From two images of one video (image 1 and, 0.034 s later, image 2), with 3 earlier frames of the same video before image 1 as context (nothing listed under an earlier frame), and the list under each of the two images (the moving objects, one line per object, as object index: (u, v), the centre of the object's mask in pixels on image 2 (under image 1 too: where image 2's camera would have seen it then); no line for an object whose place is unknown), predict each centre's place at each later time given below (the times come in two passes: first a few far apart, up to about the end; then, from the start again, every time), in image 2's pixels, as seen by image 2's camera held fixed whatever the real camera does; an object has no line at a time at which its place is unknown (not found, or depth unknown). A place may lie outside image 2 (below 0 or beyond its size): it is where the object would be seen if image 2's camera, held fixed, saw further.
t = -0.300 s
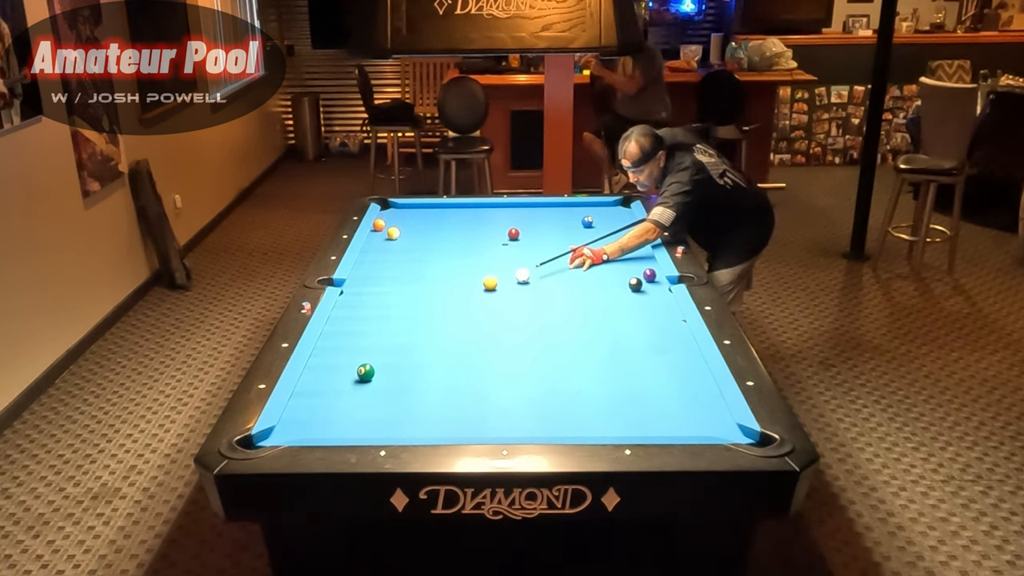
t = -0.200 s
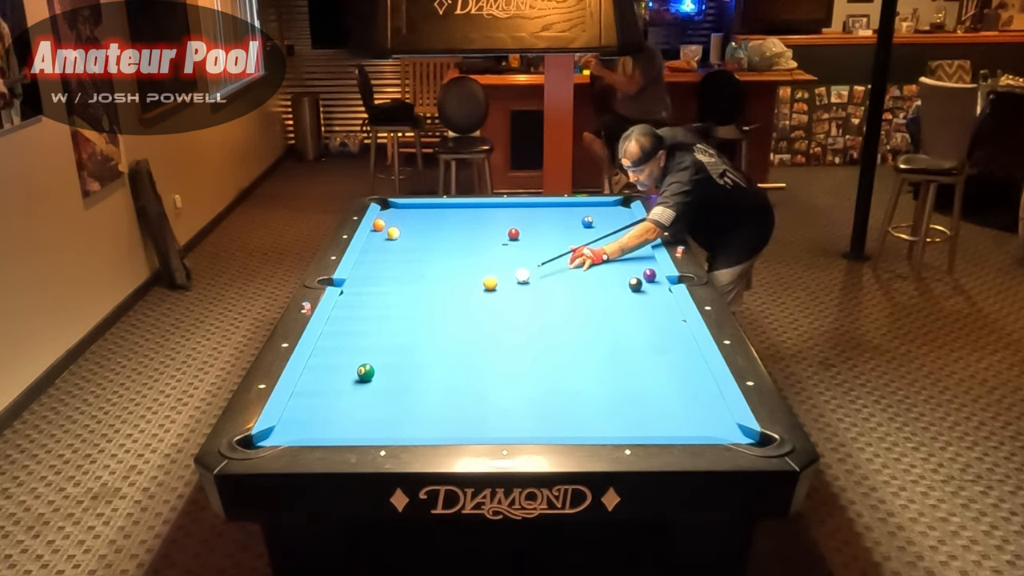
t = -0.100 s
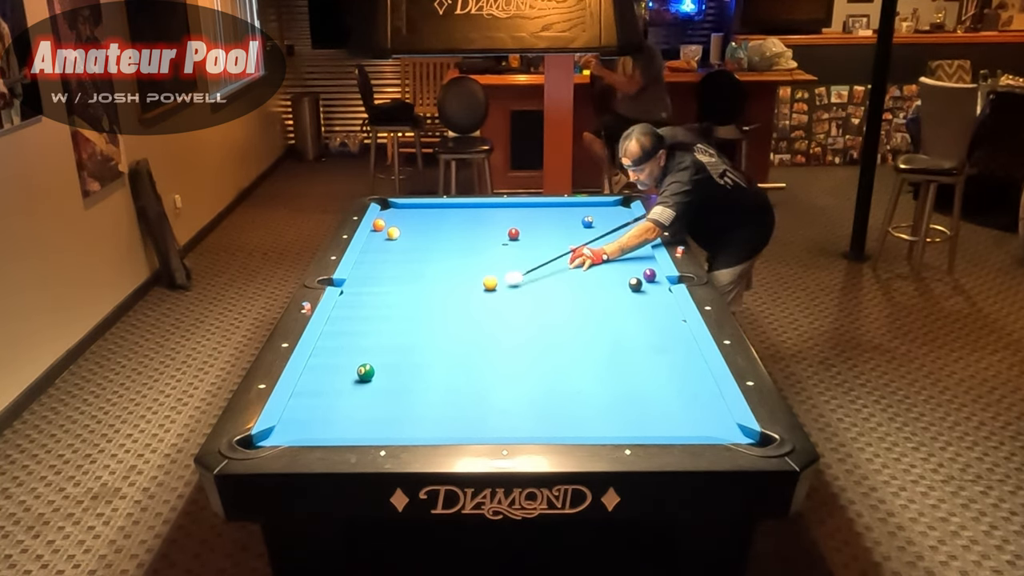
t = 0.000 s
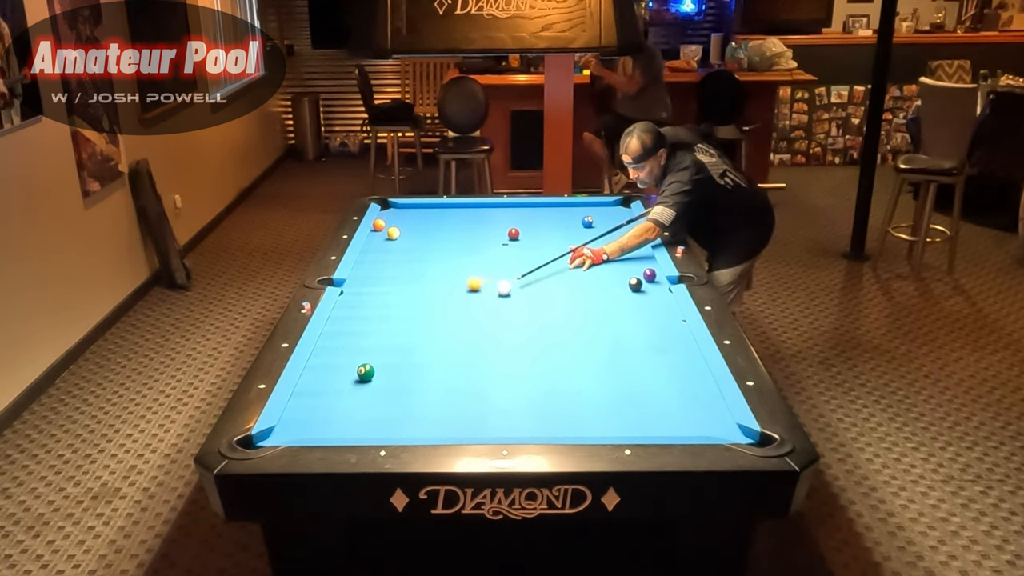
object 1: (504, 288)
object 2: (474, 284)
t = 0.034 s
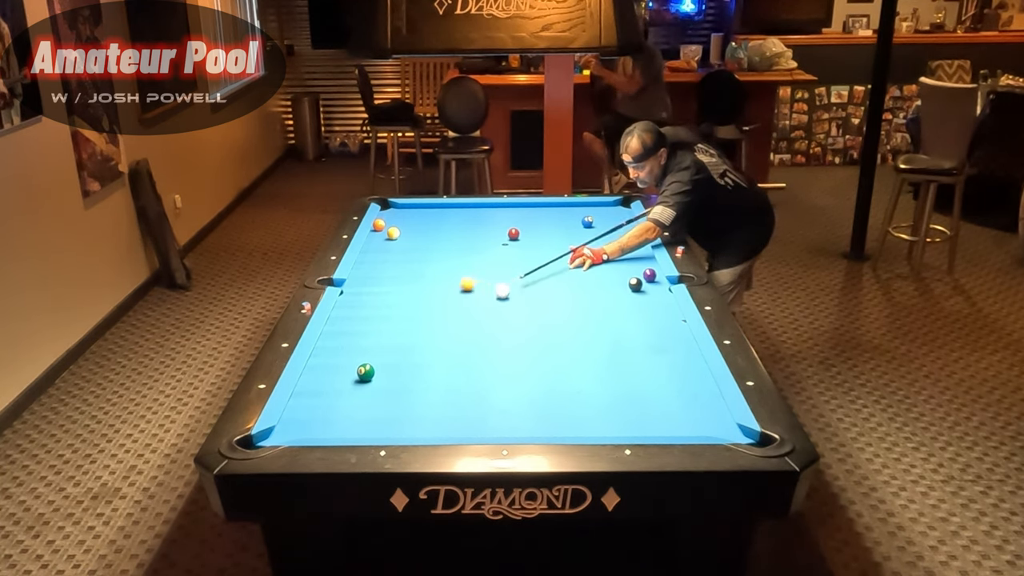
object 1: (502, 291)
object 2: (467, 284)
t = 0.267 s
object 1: (490, 314)
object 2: (425, 286)
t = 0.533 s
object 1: (473, 343)
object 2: (379, 287)
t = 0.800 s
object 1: (454, 377)
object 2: (347, 287)
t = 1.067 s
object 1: (432, 416)
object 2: (349, 283)
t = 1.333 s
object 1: (421, 421)
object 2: (357, 285)
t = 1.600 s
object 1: (422, 398)
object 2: (363, 286)
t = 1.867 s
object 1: (423, 377)
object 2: (369, 288)
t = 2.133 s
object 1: (424, 360)
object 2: (373, 289)
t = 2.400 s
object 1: (424, 344)
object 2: (377, 290)
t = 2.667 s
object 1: (425, 330)
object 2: (379, 290)
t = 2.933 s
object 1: (425, 318)
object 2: (380, 290)
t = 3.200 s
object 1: (426, 308)
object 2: (381, 290)
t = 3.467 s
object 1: (426, 298)
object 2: (381, 290)
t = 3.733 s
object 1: (427, 289)
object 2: (381, 290)
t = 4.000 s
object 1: (428, 282)
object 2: (381, 290)
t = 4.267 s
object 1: (429, 275)
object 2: (380, 290)
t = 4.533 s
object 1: (430, 269)
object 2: (380, 290)
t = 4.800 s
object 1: (431, 263)
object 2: (380, 290)
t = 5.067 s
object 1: (432, 259)
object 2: (380, 290)
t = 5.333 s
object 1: (432, 255)
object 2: (380, 290)
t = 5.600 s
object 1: (432, 251)
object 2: (380, 290)
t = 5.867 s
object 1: (433, 248)
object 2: (381, 290)
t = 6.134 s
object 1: (433, 245)
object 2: (381, 290)
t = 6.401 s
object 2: (381, 290)
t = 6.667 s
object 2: (381, 290)
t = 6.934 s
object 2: (381, 290)
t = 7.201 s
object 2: (381, 290)
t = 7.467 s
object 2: (381, 290)
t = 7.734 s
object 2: (381, 290)
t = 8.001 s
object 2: (381, 290)
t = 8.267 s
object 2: (381, 290)
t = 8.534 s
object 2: (381, 290)
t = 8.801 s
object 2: (381, 290)
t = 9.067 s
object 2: (381, 290)
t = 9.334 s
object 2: (381, 290)
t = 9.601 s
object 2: (381, 290)
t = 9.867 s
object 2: (381, 290)
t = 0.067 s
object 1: (501, 294)
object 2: (460, 285)
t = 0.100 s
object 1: (499, 297)
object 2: (454, 285)
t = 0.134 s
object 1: (497, 300)
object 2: (448, 285)
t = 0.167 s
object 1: (495, 304)
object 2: (443, 286)
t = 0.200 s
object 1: (493, 307)
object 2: (437, 285)
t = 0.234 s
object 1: (491, 310)
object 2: (431, 285)
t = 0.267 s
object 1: (490, 314)
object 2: (425, 286)
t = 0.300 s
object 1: (488, 317)
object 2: (419, 286)
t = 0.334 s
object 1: (486, 321)
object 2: (413, 286)
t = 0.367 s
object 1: (484, 324)
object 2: (408, 286)
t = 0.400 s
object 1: (481, 328)
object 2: (402, 286)
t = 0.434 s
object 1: (479, 331)
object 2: (396, 287)
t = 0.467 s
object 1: (477, 336)
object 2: (390, 287)
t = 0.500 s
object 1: (475, 339)
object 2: (384, 287)
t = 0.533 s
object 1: (473, 343)
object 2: (379, 287)
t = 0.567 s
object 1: (471, 347)
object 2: (373, 288)
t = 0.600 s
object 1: (468, 351)
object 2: (367, 288)
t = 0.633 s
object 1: (466, 355)
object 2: (361, 288)
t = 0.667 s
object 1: (464, 359)
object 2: (356, 289)
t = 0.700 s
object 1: (461, 364)
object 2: (350, 289)
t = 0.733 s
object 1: (459, 368)
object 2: (347, 289)
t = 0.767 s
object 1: (456, 373)
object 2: (347, 288)
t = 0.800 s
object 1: (454, 377)
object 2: (347, 287)
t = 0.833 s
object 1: (451, 382)
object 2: (347, 286)
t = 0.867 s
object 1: (449, 386)
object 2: (347, 285)
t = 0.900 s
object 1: (446, 391)
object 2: (347, 284)
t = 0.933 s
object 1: (443, 396)
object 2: (347, 283)
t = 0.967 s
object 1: (440, 401)
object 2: (347, 283)
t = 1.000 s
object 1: (438, 405)
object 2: (347, 282)
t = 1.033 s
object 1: (435, 410)
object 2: (348, 283)
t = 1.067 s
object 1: (432, 416)
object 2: (349, 283)
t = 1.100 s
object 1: (428, 421)
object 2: (350, 283)
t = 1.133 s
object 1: (426, 425)
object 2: (351, 283)
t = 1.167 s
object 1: (423, 429)
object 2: (352, 284)
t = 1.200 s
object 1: (420, 430)
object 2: (353, 284)
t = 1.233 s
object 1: (421, 428)
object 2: (354, 284)
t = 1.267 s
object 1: (421, 426)
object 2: (355, 284)
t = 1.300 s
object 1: (421, 424)
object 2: (356, 285)
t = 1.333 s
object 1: (421, 421)
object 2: (357, 285)
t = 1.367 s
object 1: (421, 418)
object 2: (358, 285)
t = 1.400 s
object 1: (421, 415)
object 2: (359, 285)
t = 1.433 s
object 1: (421, 412)
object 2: (360, 285)
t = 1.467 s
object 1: (422, 409)
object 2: (360, 285)
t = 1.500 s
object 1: (422, 406)
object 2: (361, 286)
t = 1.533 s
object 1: (422, 403)
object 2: (362, 286)
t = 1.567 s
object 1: (422, 400)
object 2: (363, 286)
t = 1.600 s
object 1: (422, 398)
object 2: (363, 286)
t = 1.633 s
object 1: (422, 395)
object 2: (364, 287)
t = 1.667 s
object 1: (422, 392)
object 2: (365, 287)
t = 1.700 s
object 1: (423, 390)
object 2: (366, 287)
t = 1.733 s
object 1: (423, 387)
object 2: (366, 287)
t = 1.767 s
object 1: (423, 385)
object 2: (367, 287)
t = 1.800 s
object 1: (423, 382)
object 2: (368, 287)
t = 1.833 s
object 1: (423, 380)
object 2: (368, 288)
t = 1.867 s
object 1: (423, 377)
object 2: (369, 288)
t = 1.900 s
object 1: (423, 375)
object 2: (370, 288)
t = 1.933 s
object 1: (423, 373)
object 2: (370, 288)
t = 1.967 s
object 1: (423, 370)
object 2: (371, 288)
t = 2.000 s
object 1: (424, 368)
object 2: (371, 289)
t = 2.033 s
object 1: (424, 366)
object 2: (372, 288)
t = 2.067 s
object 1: (423, 364)
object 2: (372, 289)
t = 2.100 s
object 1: (424, 362)
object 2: (373, 289)
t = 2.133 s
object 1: (424, 360)
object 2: (373, 289)
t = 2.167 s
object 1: (424, 357)
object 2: (374, 289)
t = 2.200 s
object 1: (424, 356)
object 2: (374, 289)
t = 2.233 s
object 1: (424, 354)
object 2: (375, 289)
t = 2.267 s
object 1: (424, 352)
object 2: (375, 289)
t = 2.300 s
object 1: (424, 350)
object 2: (376, 289)
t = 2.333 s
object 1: (424, 348)
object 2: (376, 290)
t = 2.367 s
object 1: (425, 346)
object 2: (376, 290)
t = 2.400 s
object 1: (424, 344)
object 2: (377, 290)
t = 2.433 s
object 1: (425, 342)
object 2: (377, 290)
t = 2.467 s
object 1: (424, 341)
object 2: (377, 290)
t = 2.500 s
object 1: (425, 339)
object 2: (378, 290)
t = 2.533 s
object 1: (425, 337)
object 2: (378, 290)
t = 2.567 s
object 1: (425, 335)
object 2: (378, 290)
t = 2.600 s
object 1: (425, 334)
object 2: (379, 290)
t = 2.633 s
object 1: (425, 332)
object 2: (379, 290)
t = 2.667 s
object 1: (425, 330)
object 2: (379, 290)
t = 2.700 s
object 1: (425, 329)
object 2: (379, 290)
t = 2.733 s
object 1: (425, 327)
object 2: (379, 290)
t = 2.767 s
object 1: (425, 326)
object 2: (379, 290)
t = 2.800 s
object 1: (425, 324)
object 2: (380, 290)
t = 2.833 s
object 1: (425, 323)
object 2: (380, 290)
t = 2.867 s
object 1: (425, 321)
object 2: (380, 290)
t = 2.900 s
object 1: (425, 320)
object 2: (380, 290)
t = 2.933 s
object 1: (425, 318)
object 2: (380, 290)
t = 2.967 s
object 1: (425, 317)
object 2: (381, 290)
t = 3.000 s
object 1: (425, 316)
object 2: (381, 290)
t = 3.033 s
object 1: (425, 315)
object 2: (381, 290)
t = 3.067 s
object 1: (426, 313)
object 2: (381, 290)
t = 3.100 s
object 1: (425, 312)
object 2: (381, 290)
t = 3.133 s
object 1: (425, 310)
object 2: (381, 290)
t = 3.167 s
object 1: (426, 309)
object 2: (381, 290)
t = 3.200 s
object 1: (426, 308)
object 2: (381, 290)
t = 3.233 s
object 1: (426, 306)
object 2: (381, 290)
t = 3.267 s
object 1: (425, 305)
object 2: (381, 290)
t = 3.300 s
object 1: (426, 304)
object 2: (381, 290)
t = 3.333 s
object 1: (426, 303)
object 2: (381, 290)
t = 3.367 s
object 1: (426, 302)
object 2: (381, 290)
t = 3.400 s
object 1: (426, 300)
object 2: (381, 290)
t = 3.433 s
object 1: (426, 299)
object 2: (381, 290)
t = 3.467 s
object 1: (426, 298)
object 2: (381, 290)
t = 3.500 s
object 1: (426, 297)
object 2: (381, 290)
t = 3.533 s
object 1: (426, 296)
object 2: (380, 290)
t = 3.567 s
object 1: (426, 295)
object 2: (381, 290)
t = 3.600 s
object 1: (427, 293)
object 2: (381, 290)
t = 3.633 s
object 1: (426, 292)
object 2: (381, 290)
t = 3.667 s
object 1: (427, 291)
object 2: (381, 290)
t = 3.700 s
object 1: (427, 290)
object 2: (381, 290)
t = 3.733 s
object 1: (427, 289)
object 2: (381, 290)
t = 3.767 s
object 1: (427, 288)
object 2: (381, 290)
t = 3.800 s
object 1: (427, 287)
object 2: (381, 290)
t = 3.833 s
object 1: (427, 287)
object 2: (381, 290)
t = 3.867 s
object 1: (427, 286)
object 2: (380, 290)
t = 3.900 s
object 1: (427, 285)
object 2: (381, 290)
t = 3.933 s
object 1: (428, 284)
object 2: (381, 290)
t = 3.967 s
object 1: (428, 283)
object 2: (381, 290)
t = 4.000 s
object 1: (428, 282)
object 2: (381, 290)
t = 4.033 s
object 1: (428, 281)
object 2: (381, 290)
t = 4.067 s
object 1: (428, 280)
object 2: (381, 290)
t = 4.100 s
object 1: (428, 279)
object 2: (381, 290)
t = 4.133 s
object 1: (429, 278)
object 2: (380, 290)
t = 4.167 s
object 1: (429, 278)
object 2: (381, 290)
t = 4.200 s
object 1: (429, 277)
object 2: (381, 290)
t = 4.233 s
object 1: (429, 276)
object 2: (380, 290)
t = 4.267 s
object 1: (429, 275)
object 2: (380, 290)
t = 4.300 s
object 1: (429, 274)
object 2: (380, 290)
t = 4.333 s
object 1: (429, 273)
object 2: (380, 290)
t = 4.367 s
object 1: (430, 272)
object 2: (380, 290)
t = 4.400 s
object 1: (430, 272)
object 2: (380, 290)
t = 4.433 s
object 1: (430, 271)
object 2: (380, 290)
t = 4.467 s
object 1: (430, 270)
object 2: (380, 290)
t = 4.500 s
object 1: (430, 270)
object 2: (380, 290)
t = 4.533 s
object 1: (430, 269)
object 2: (380, 290)
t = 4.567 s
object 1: (430, 268)
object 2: (380, 290)
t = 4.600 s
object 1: (431, 267)
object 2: (380, 290)
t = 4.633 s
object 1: (431, 267)
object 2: (380, 290)
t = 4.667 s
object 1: (431, 266)
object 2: (380, 290)
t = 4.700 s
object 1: (431, 265)
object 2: (380, 290)
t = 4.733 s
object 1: (431, 265)
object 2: (380, 290)
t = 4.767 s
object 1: (431, 264)
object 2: (380, 290)
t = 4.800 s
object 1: (431, 263)
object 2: (380, 290)
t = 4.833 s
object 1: (431, 263)
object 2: (380, 290)
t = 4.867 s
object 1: (431, 262)
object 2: (380, 290)
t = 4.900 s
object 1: (431, 262)
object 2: (380, 290)
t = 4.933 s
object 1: (431, 261)
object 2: (380, 290)
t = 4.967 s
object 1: (431, 261)
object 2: (380, 290)
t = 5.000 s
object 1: (431, 260)
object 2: (380, 290)
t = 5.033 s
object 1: (432, 259)
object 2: (380, 290)
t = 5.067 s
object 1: (432, 259)
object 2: (380, 290)
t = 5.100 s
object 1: (432, 258)
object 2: (380, 290)
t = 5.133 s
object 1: (432, 257)
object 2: (380, 290)
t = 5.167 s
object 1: (432, 257)
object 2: (380, 290)
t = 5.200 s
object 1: (432, 256)
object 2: (380, 290)
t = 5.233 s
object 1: (432, 256)
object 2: (380, 290)
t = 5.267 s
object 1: (432, 256)
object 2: (380, 290)
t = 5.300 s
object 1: (432, 255)
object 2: (380, 290)
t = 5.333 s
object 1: (432, 255)
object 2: (380, 290)
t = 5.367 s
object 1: (432, 254)
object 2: (380, 290)
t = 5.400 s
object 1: (432, 254)
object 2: (380, 290)
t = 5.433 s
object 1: (432, 253)
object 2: (381, 290)
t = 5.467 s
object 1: (432, 253)
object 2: (381, 290)
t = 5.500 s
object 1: (432, 252)
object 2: (380, 290)
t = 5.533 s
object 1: (432, 252)
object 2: (381, 290)
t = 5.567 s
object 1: (432, 252)
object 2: (380, 290)
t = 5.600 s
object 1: (432, 251)
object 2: (380, 290)
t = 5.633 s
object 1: (432, 251)
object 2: (380, 290)
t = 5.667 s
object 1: (432, 250)
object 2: (381, 290)
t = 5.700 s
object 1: (433, 250)
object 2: (381, 290)
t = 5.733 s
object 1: (433, 249)
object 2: (381, 290)
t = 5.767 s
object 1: (433, 249)
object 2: (381, 290)
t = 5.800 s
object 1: (433, 249)
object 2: (380, 290)
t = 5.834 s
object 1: (433, 248)
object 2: (381, 290)
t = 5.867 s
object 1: (433, 248)
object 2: (381, 290)
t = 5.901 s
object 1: (433, 248)
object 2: (381, 290)
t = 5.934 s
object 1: (433, 247)
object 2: (381, 290)
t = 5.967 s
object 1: (433, 247)
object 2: (381, 290)
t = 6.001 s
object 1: (433, 247)
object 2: (381, 290)
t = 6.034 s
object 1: (433, 246)
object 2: (381, 290)
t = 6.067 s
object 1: (433, 246)
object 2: (381, 290)
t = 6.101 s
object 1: (433, 246)
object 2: (381, 290)
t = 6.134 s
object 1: (433, 245)
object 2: (381, 290)
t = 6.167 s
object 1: (433, 245)
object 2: (381, 290)
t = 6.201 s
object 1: (433, 245)
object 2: (381, 290)
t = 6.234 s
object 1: (434, 244)
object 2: (381, 290)
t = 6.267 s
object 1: (433, 244)
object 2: (381, 290)
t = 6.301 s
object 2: (381, 290)
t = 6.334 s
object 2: (381, 290)
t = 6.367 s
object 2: (381, 290)
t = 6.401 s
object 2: (381, 290)
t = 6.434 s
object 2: (381, 290)
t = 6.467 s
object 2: (381, 290)
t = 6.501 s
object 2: (381, 290)
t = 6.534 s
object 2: (381, 290)
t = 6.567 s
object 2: (381, 290)
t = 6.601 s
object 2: (381, 290)
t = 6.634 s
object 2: (381, 290)
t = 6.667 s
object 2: (381, 290)
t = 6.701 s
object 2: (381, 290)
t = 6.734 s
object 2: (381, 290)
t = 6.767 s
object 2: (381, 290)
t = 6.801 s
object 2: (381, 290)
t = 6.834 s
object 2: (381, 290)
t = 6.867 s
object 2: (381, 290)
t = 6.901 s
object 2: (381, 290)
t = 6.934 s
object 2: (381, 290)
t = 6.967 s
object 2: (381, 290)
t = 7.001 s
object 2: (381, 290)
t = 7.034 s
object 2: (381, 290)
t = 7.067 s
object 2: (381, 290)
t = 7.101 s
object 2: (381, 290)
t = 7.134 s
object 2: (381, 290)
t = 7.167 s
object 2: (381, 290)
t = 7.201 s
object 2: (381, 290)
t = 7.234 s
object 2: (381, 290)
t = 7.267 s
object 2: (381, 290)
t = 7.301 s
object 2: (381, 290)
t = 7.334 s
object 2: (381, 290)
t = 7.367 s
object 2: (381, 290)
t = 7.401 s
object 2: (381, 290)
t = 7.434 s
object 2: (381, 290)
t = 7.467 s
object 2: (381, 290)
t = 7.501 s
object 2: (381, 290)
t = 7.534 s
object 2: (381, 290)
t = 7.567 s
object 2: (381, 290)
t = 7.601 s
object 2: (381, 290)
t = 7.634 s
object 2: (381, 290)
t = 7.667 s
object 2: (381, 290)
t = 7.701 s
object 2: (381, 290)
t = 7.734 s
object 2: (381, 290)
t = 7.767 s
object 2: (381, 290)
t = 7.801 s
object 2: (381, 290)
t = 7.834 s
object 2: (381, 290)
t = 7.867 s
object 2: (381, 290)
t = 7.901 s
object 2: (381, 290)
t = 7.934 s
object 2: (381, 290)
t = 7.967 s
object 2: (381, 290)
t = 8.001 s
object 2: (381, 290)
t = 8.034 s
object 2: (381, 290)
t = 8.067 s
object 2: (381, 290)
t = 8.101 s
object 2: (381, 290)
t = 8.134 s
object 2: (381, 290)
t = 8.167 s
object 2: (381, 290)
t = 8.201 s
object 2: (381, 290)
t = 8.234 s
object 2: (381, 290)
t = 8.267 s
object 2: (381, 290)
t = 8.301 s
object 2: (381, 290)
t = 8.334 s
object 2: (381, 290)
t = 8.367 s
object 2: (381, 290)
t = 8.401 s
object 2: (381, 290)
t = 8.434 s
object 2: (381, 290)
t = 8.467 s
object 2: (381, 290)
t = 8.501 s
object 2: (381, 290)
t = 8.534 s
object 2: (381, 290)
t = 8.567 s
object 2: (381, 290)
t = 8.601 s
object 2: (381, 290)
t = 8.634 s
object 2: (381, 290)
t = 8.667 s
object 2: (381, 290)
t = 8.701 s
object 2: (381, 290)
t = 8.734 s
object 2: (381, 290)
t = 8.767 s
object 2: (381, 290)
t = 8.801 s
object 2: (381, 290)
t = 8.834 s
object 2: (381, 290)
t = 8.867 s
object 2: (381, 290)
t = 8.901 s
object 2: (381, 290)
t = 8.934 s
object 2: (381, 290)
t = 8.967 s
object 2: (381, 290)
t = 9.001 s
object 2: (381, 290)
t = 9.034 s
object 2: (381, 290)
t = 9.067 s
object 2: (381, 290)
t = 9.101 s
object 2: (381, 290)
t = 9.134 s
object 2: (381, 290)
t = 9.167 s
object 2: (381, 290)
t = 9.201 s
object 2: (381, 290)
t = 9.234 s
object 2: (381, 290)
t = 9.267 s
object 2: (381, 290)
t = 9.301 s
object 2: (381, 290)
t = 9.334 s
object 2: (381, 290)
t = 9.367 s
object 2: (381, 290)
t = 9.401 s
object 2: (381, 290)
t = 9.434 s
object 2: (381, 290)
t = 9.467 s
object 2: (381, 290)
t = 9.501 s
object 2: (381, 290)
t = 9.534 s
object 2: (381, 290)
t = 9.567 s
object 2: (381, 290)
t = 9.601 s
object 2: (381, 290)
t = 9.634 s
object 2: (381, 290)
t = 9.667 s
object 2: (381, 290)
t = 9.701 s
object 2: (381, 290)
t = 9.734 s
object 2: (381, 290)
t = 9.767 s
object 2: (381, 290)
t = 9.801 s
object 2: (381, 290)
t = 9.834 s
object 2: (381, 290)
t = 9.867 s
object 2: (381, 290)
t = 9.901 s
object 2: (381, 290)
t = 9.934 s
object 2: (381, 290)
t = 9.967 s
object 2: (381, 290)
